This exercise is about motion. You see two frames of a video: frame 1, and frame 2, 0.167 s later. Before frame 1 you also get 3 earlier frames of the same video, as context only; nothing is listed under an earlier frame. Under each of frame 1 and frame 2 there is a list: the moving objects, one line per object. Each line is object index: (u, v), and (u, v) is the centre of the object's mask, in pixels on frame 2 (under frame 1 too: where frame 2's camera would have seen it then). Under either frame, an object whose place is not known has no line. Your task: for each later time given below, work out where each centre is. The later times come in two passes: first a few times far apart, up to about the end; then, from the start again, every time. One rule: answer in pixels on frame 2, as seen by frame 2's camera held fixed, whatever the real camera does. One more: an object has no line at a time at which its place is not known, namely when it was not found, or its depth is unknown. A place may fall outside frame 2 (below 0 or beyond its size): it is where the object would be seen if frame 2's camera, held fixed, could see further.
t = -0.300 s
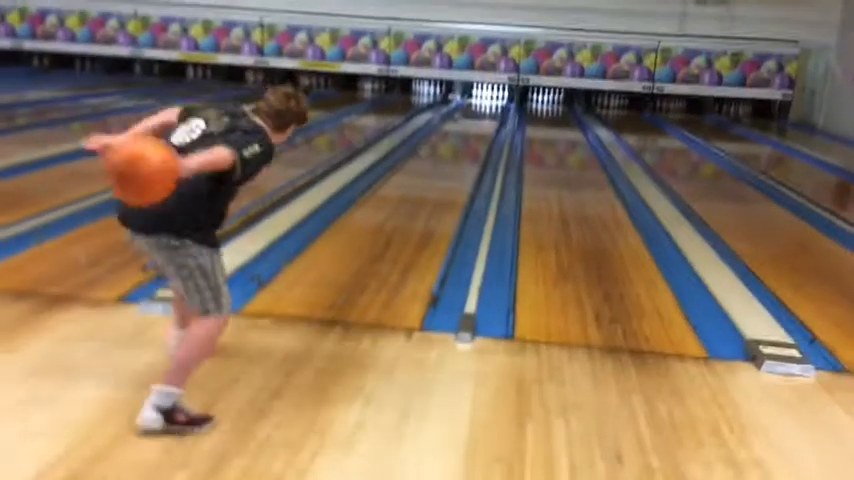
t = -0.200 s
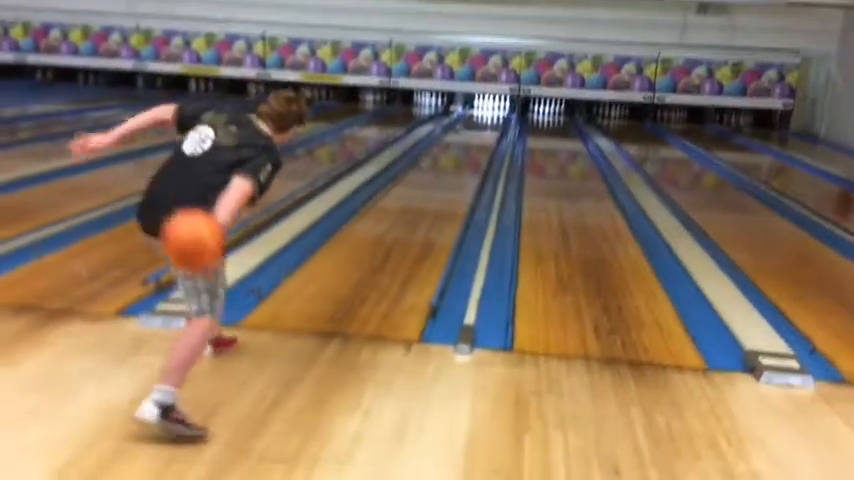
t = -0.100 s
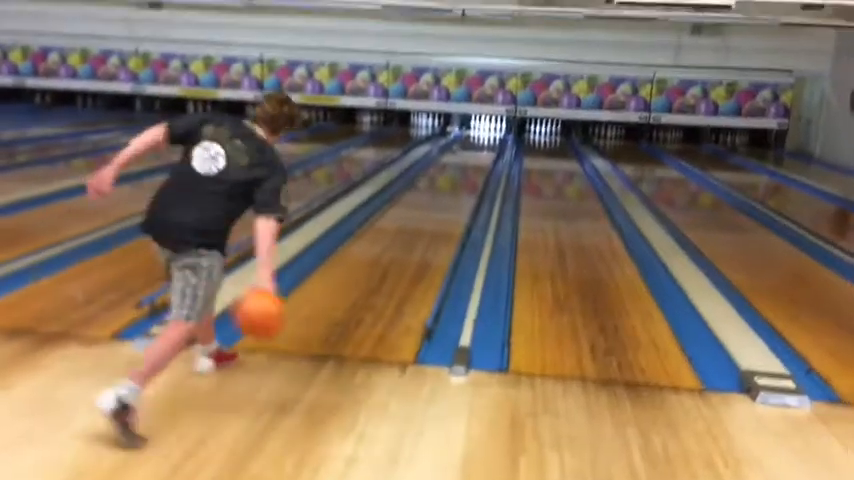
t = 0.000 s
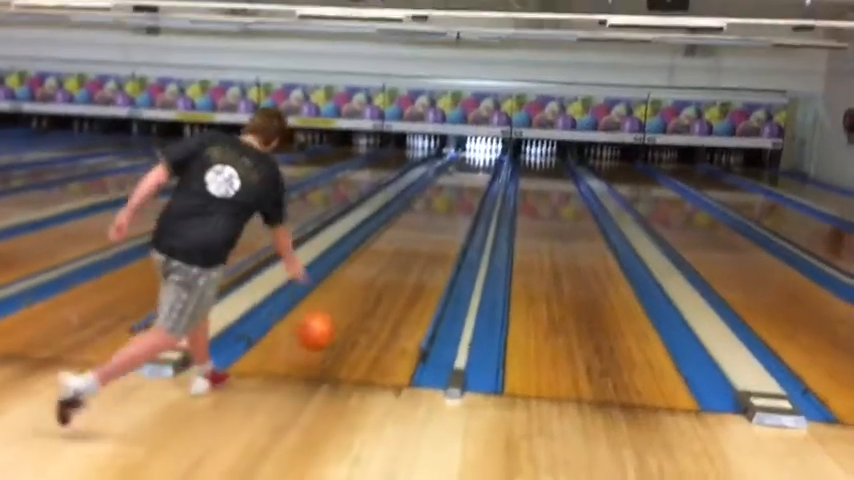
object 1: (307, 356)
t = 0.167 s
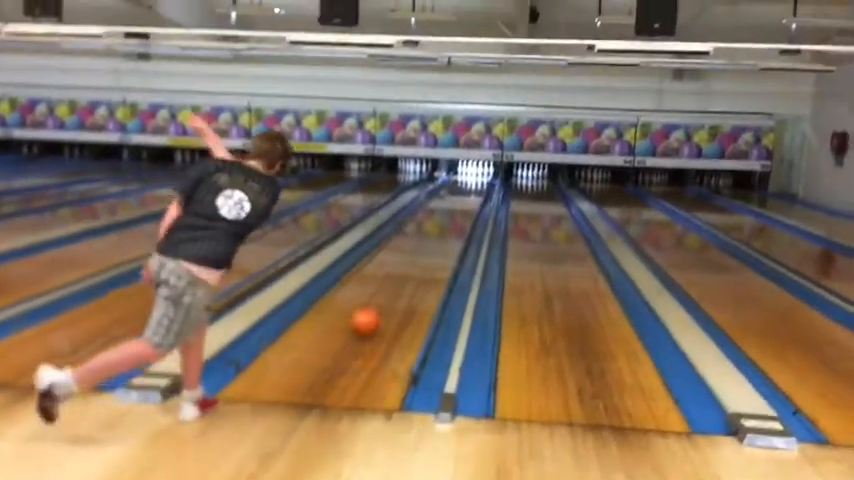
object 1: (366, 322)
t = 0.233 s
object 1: (382, 306)
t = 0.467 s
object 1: (423, 265)
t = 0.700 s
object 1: (449, 239)
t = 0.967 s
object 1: (467, 220)
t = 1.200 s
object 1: (469, 206)
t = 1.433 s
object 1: (470, 201)
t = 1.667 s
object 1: (470, 192)
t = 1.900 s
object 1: (469, 186)
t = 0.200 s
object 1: (375, 312)
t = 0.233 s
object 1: (382, 306)
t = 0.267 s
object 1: (390, 299)
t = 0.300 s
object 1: (397, 293)
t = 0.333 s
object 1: (403, 288)
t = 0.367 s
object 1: (408, 280)
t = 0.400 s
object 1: (414, 275)
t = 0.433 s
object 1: (419, 270)
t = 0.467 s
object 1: (423, 265)
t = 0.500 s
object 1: (428, 261)
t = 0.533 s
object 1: (433, 256)
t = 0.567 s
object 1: (435, 253)
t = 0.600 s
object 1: (439, 248)
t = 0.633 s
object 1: (441, 245)
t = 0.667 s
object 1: (445, 242)
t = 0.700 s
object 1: (449, 239)
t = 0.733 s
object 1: (451, 236)
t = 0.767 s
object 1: (454, 234)
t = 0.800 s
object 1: (456, 231)
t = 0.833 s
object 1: (458, 227)
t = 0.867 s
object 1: (460, 225)
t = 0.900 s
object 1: (463, 222)
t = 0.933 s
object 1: (464, 222)
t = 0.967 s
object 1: (467, 220)
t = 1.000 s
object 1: (469, 217)
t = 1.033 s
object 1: (469, 214)
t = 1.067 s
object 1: (469, 214)
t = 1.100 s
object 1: (469, 212)
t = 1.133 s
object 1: (470, 210)
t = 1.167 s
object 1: (470, 207)
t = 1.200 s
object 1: (469, 206)
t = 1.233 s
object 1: (470, 206)
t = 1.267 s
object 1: (470, 204)
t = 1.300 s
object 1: (470, 204)
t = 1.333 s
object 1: (470, 201)
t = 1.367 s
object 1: (470, 201)
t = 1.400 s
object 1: (470, 201)
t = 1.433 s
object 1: (470, 201)
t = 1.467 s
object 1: (470, 200)
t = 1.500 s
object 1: (469, 198)
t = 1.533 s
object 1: (470, 197)
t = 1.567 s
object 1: (470, 195)
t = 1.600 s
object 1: (469, 194)
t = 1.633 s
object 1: (469, 193)
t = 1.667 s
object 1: (470, 192)
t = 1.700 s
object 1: (470, 191)
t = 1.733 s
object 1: (470, 191)
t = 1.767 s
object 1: (471, 189)
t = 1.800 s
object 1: (470, 187)
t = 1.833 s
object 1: (469, 186)
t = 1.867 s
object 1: (469, 186)
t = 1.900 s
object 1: (469, 186)
